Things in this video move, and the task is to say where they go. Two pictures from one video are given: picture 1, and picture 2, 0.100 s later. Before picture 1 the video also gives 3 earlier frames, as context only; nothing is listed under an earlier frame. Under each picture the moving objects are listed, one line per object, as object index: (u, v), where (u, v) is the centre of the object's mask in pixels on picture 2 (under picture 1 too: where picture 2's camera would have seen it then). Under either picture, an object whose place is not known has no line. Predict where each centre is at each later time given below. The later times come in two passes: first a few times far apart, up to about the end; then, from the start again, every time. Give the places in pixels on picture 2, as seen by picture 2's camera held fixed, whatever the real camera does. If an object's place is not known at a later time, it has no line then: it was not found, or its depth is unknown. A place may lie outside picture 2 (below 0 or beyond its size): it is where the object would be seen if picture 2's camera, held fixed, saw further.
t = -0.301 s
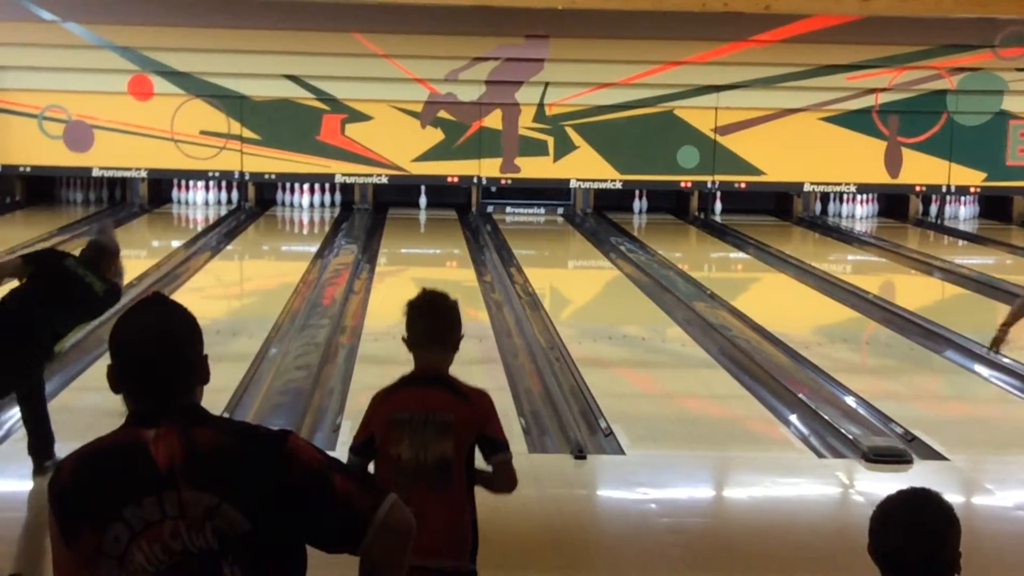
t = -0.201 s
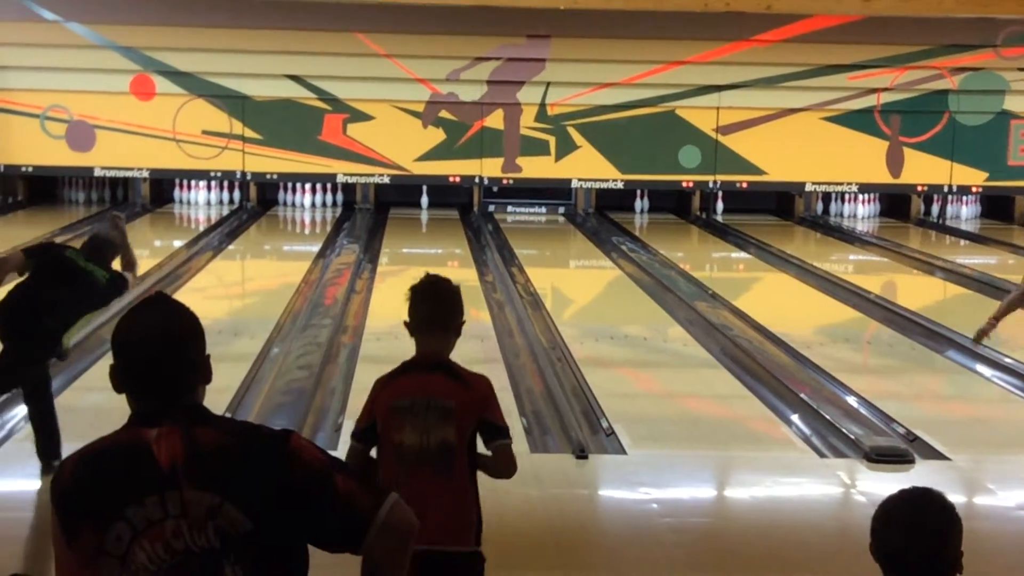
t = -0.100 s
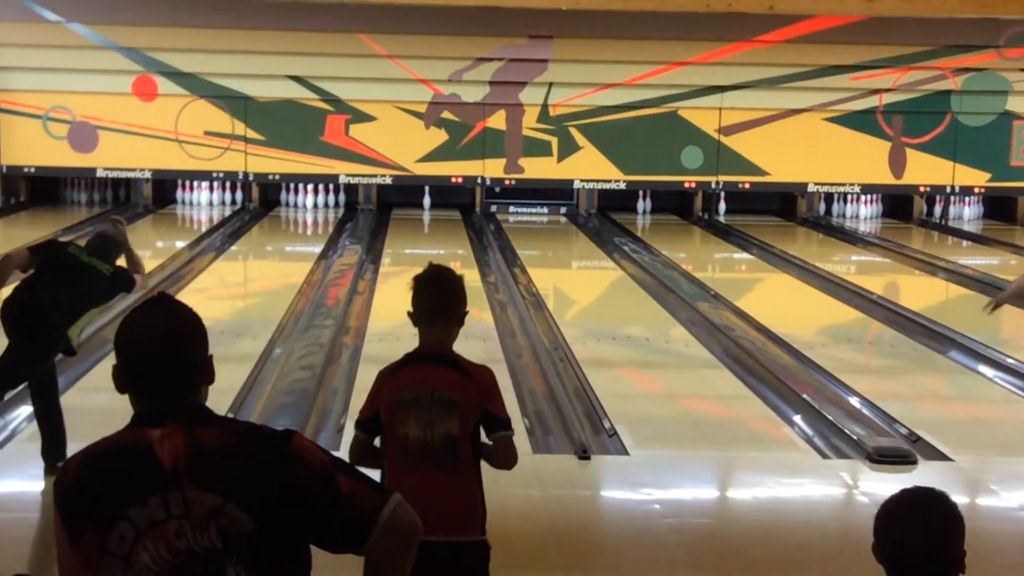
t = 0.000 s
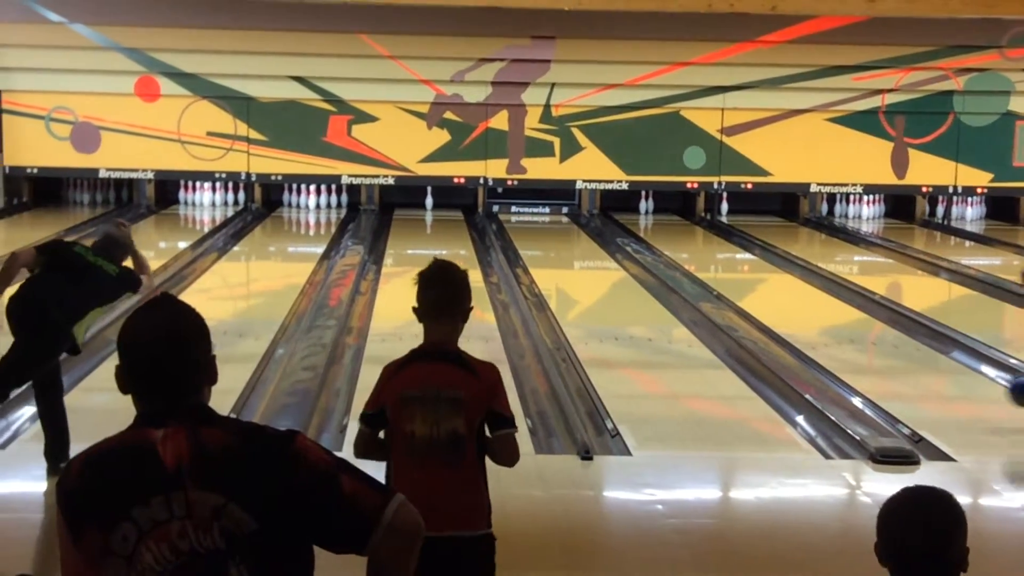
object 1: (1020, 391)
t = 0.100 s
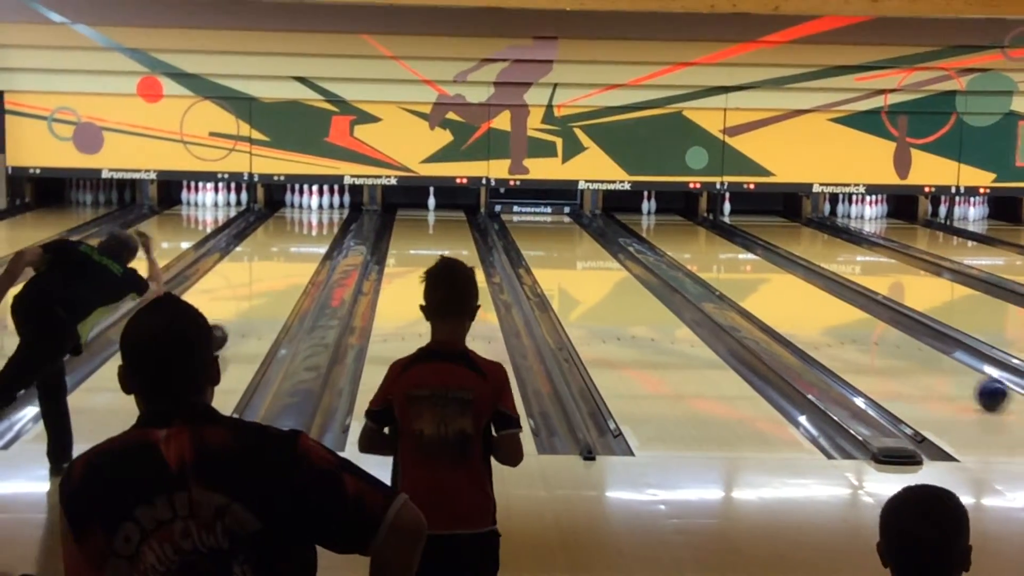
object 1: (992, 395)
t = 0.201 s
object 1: (961, 378)
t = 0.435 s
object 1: (901, 345)
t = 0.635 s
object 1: (859, 323)
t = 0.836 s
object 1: (825, 303)
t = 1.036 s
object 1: (795, 287)
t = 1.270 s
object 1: (766, 272)
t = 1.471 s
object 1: (745, 260)
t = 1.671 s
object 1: (725, 250)
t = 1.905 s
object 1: (706, 240)
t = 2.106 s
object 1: (691, 232)
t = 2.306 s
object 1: (677, 227)
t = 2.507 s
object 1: (666, 220)
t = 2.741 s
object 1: (652, 214)
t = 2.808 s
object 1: (650, 212)
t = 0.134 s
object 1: (981, 388)
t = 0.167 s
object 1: (971, 383)
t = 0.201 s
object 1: (961, 378)
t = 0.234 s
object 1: (951, 373)
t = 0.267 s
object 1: (942, 368)
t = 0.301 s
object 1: (933, 363)
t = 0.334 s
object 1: (925, 359)
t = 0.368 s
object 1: (916, 354)
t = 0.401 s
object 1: (908, 350)
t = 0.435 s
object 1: (901, 345)
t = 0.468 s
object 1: (893, 341)
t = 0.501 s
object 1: (886, 337)
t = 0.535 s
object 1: (879, 334)
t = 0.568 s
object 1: (872, 330)
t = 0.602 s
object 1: (865, 326)
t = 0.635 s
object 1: (859, 323)
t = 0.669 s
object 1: (853, 319)
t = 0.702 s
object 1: (847, 316)
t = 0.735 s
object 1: (842, 312)
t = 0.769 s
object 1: (836, 309)
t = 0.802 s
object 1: (830, 306)
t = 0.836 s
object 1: (825, 303)
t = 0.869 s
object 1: (820, 300)
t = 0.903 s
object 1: (814, 297)
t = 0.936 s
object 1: (809, 295)
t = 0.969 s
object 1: (804, 292)
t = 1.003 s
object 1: (800, 289)
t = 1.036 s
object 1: (795, 287)
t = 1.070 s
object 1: (791, 285)
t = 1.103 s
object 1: (786, 283)
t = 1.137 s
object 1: (782, 280)
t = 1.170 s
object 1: (778, 278)
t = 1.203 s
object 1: (774, 276)
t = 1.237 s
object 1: (770, 274)
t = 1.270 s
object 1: (766, 272)
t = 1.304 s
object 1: (762, 270)
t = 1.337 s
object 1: (759, 268)
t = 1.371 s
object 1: (755, 266)
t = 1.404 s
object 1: (752, 264)
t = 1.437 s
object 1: (748, 262)
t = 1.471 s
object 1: (745, 260)
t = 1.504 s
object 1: (741, 258)
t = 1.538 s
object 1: (738, 257)
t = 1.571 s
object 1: (734, 255)
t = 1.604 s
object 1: (731, 253)
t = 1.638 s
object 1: (728, 251)
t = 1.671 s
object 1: (725, 250)
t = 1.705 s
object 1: (723, 248)
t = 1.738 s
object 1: (720, 247)
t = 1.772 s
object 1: (717, 245)
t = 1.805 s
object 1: (714, 243)
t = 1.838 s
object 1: (711, 242)
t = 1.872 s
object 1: (709, 241)
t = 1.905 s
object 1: (706, 240)
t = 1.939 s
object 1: (703, 238)
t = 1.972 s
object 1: (701, 237)
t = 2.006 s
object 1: (698, 236)
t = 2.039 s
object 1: (696, 235)
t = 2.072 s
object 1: (693, 234)
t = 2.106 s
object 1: (691, 232)
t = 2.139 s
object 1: (688, 231)
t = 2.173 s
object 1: (685, 230)
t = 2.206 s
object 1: (683, 230)
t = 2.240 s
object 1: (681, 228)
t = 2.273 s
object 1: (679, 227)
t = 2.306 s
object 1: (677, 227)
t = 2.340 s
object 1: (676, 225)
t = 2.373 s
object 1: (673, 224)
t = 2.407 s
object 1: (672, 223)
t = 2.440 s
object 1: (670, 222)
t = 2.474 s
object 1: (668, 221)
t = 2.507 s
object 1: (666, 220)
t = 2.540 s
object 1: (663, 220)
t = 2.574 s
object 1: (661, 219)
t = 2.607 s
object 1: (660, 217)
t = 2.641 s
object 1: (658, 217)
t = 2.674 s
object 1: (656, 216)
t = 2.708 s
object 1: (654, 215)
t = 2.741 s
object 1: (652, 214)
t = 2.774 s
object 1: (651, 213)
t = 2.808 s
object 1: (650, 212)
